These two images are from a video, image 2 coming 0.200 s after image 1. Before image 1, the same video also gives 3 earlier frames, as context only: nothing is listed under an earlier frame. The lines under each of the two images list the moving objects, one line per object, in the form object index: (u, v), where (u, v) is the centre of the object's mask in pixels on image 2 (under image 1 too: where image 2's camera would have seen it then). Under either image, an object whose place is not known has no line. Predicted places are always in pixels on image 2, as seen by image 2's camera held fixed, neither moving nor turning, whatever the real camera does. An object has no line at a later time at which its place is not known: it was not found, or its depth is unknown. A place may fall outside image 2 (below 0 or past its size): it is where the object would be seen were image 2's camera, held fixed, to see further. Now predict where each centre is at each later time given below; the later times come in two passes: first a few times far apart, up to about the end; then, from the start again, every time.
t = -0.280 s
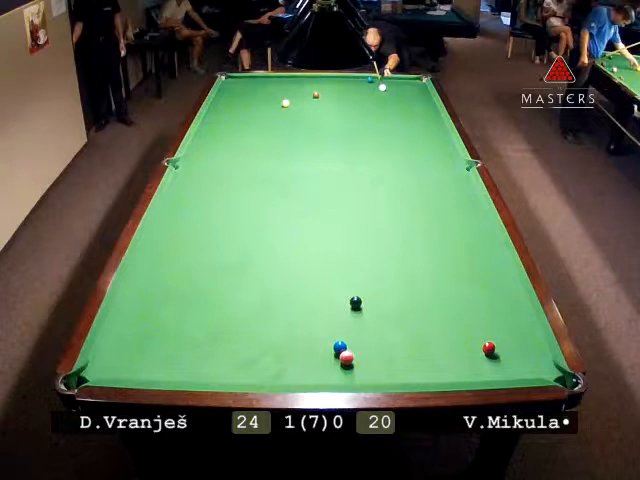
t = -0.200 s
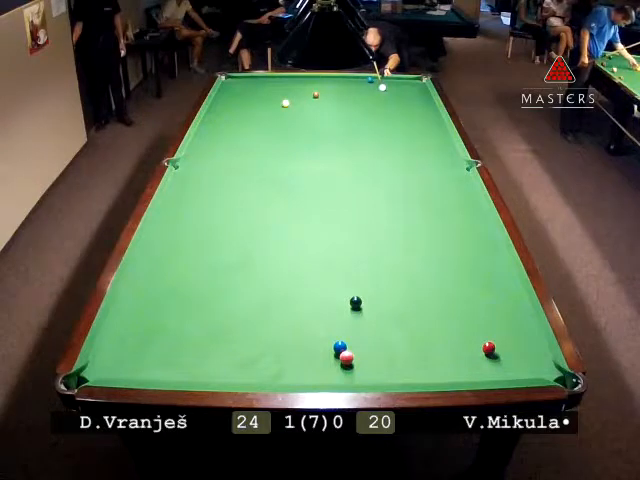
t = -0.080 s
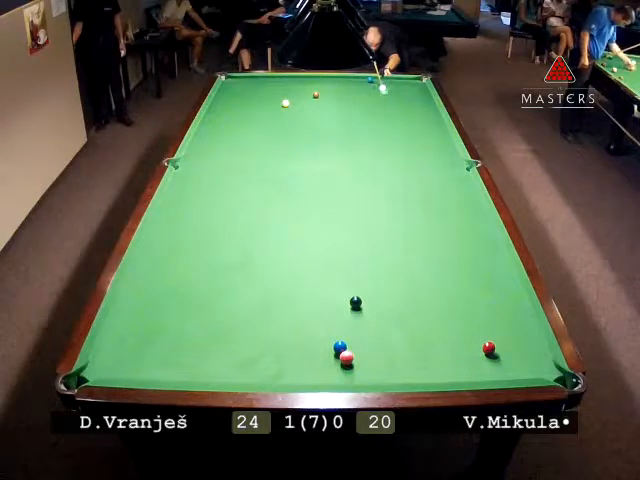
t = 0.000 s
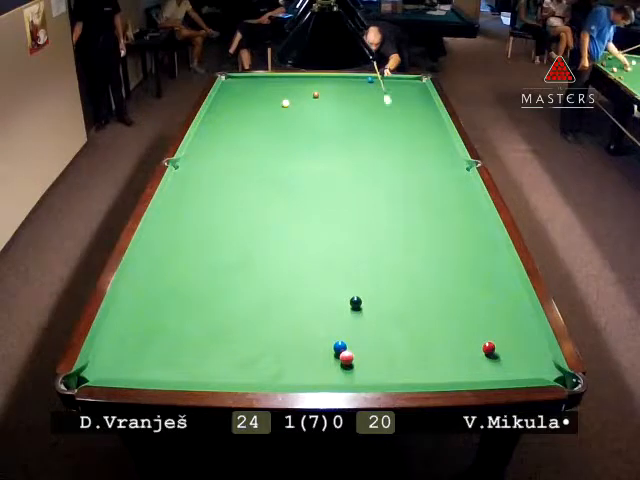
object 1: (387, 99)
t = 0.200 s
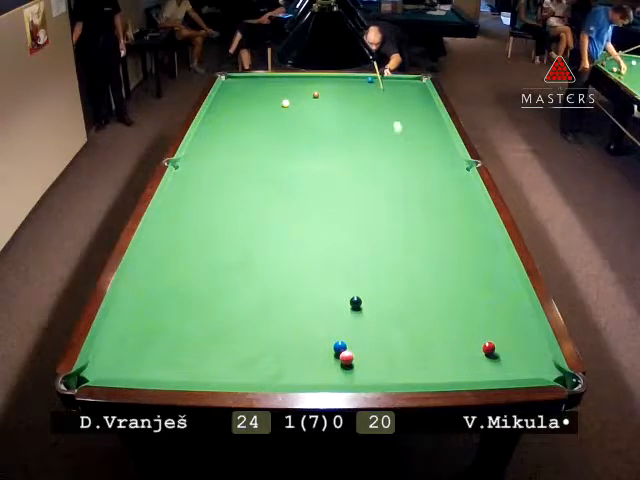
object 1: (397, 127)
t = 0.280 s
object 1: (402, 138)
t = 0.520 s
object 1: (418, 183)
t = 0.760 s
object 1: (441, 245)
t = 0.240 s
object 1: (399, 133)
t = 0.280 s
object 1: (402, 138)
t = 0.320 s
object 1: (404, 145)
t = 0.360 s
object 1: (407, 152)
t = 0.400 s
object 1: (410, 159)
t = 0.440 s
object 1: (412, 167)
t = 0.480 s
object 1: (415, 174)
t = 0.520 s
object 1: (418, 183)
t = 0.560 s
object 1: (422, 192)
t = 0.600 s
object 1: (426, 202)
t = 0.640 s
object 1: (429, 212)
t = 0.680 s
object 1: (433, 222)
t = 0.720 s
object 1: (437, 233)
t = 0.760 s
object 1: (441, 245)
